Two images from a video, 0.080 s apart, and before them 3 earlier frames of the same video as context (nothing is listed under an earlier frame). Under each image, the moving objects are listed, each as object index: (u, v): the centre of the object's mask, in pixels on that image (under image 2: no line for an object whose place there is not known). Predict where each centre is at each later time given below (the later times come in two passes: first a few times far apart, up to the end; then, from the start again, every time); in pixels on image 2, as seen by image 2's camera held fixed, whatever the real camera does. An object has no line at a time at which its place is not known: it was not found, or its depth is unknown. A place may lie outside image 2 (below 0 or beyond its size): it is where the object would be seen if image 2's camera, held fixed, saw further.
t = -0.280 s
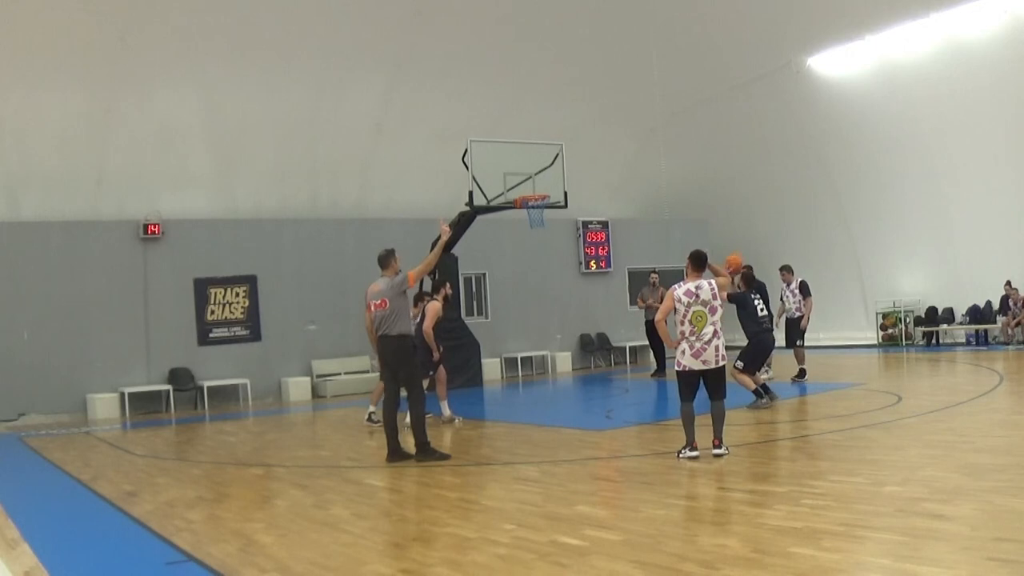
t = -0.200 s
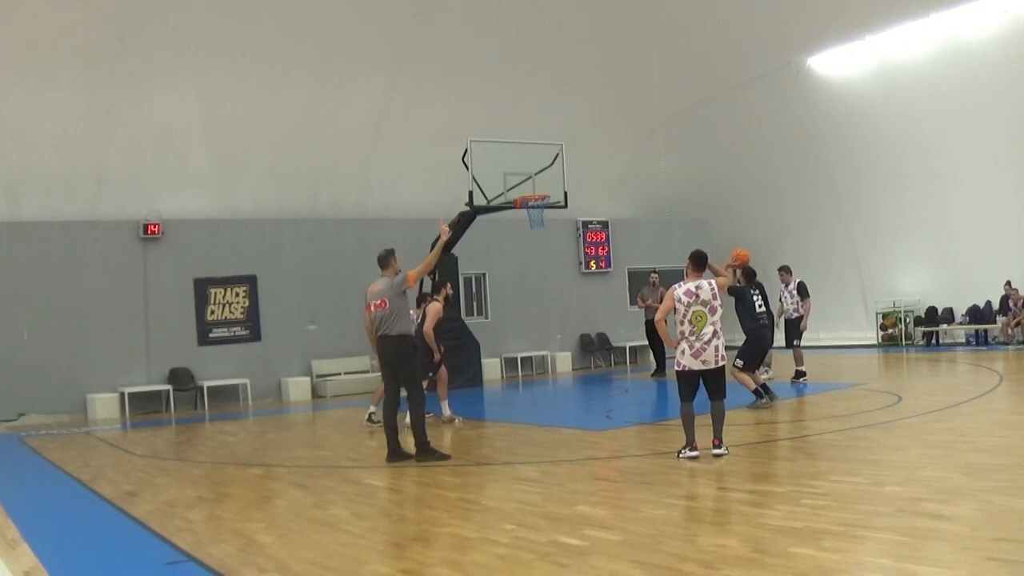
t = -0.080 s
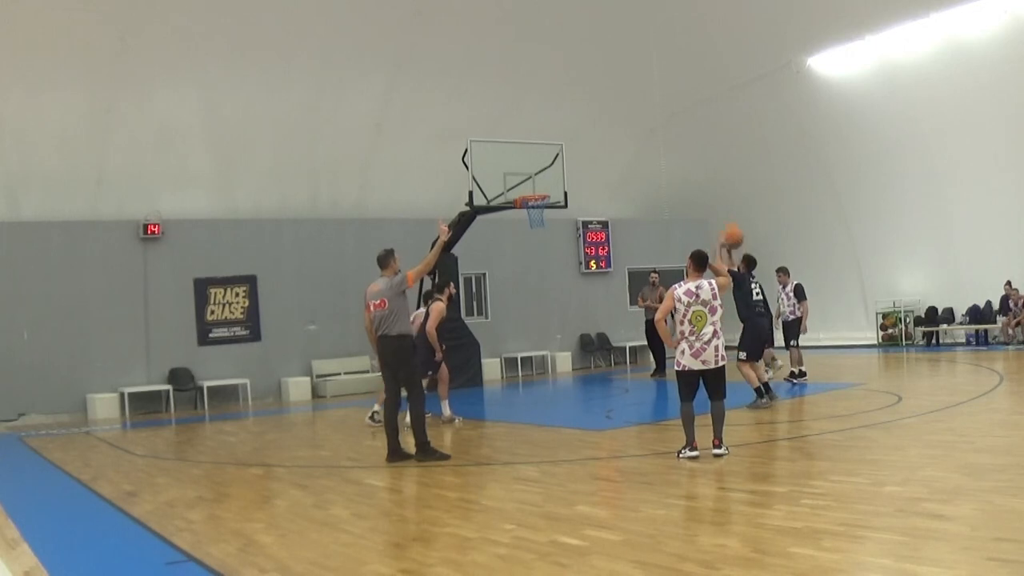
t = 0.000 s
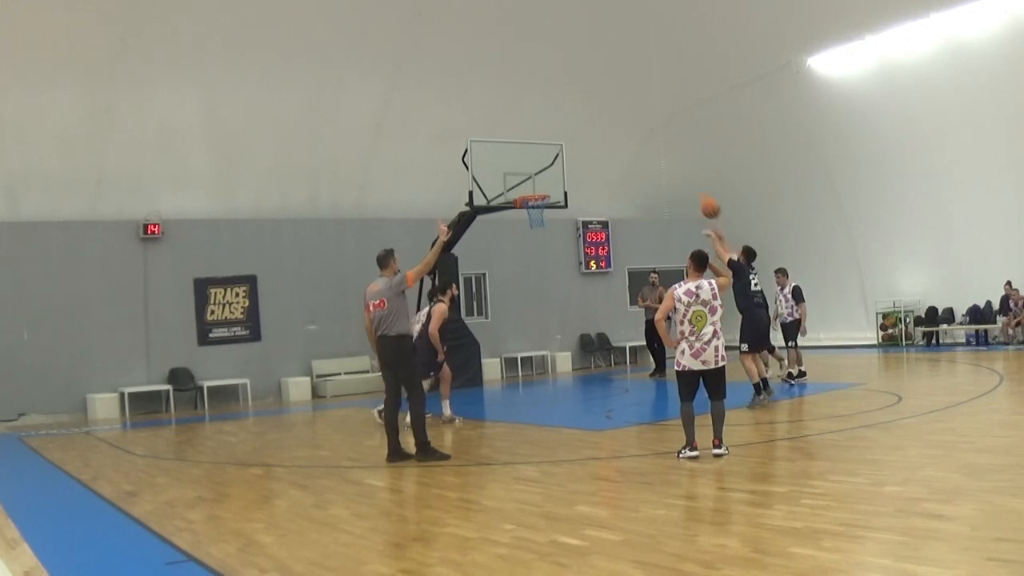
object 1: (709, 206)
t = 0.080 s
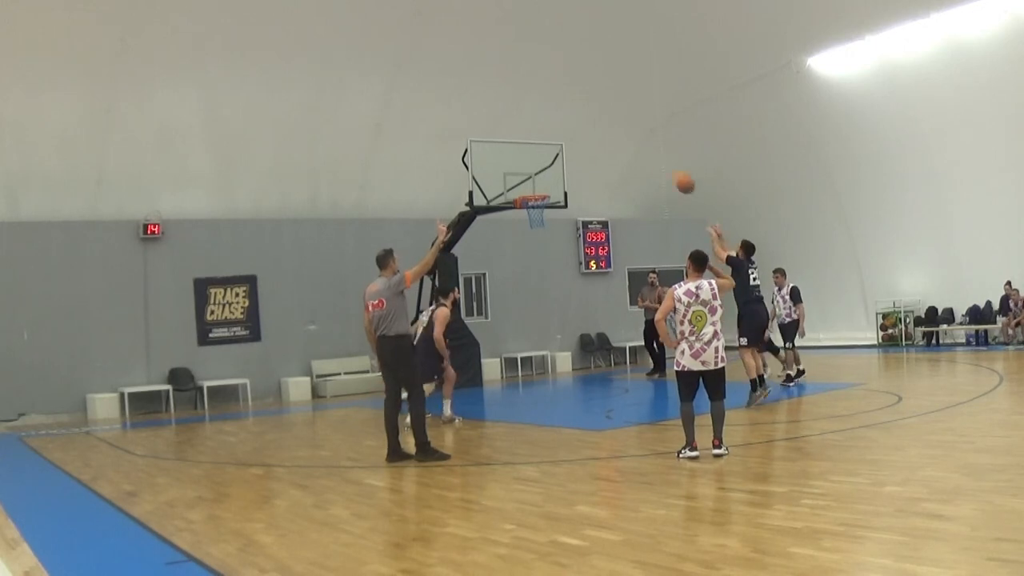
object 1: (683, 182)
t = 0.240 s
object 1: (639, 151)
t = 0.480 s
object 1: (581, 143)
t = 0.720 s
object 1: (533, 172)
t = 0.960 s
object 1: (519, 181)
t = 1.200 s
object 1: (523, 192)
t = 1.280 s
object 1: (525, 210)
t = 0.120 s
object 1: (672, 172)
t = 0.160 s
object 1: (661, 165)
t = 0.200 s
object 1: (650, 158)
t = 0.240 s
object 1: (639, 151)
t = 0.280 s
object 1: (629, 148)
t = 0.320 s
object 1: (618, 145)
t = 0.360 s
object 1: (609, 143)
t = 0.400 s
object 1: (599, 142)
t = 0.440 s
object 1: (590, 142)
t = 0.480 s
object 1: (581, 143)
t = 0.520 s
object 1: (572, 146)
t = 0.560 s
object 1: (564, 149)
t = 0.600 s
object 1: (556, 154)
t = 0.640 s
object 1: (548, 159)
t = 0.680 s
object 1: (541, 164)
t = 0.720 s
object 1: (533, 172)
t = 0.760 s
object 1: (527, 179)
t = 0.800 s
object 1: (519, 188)
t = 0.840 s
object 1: (518, 188)
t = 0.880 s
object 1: (519, 186)
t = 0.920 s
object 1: (519, 183)
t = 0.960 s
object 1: (519, 181)
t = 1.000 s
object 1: (520, 181)
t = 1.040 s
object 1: (520, 182)
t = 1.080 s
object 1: (521, 184)
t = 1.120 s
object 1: (522, 187)
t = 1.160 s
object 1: (523, 190)
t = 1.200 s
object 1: (523, 192)
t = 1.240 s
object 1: (524, 201)
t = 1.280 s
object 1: (525, 210)
